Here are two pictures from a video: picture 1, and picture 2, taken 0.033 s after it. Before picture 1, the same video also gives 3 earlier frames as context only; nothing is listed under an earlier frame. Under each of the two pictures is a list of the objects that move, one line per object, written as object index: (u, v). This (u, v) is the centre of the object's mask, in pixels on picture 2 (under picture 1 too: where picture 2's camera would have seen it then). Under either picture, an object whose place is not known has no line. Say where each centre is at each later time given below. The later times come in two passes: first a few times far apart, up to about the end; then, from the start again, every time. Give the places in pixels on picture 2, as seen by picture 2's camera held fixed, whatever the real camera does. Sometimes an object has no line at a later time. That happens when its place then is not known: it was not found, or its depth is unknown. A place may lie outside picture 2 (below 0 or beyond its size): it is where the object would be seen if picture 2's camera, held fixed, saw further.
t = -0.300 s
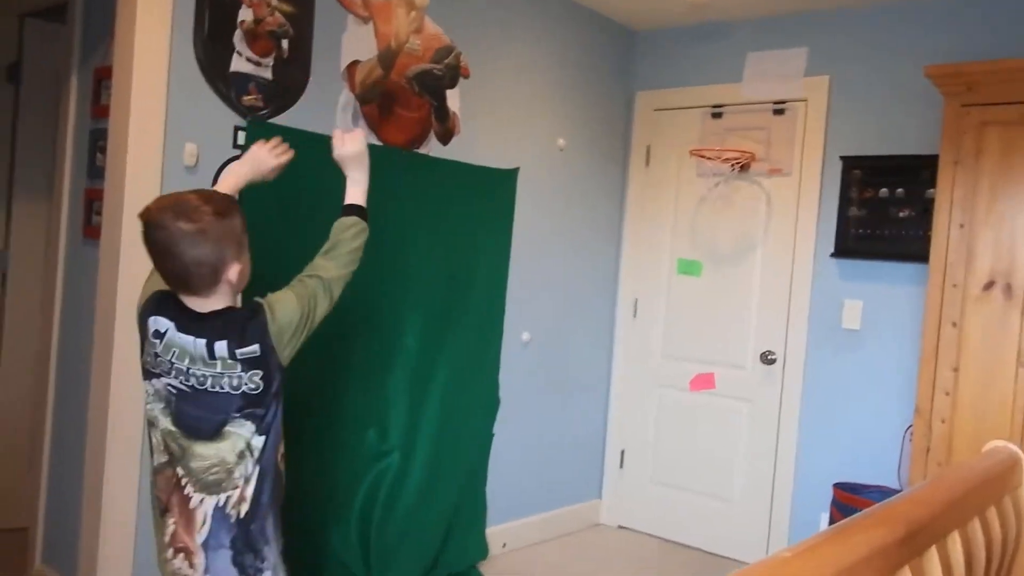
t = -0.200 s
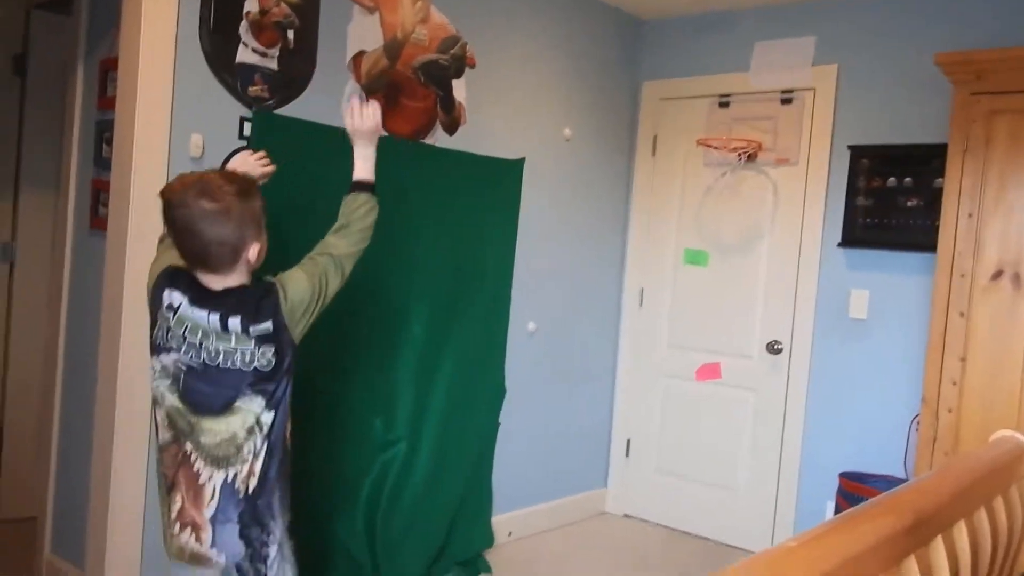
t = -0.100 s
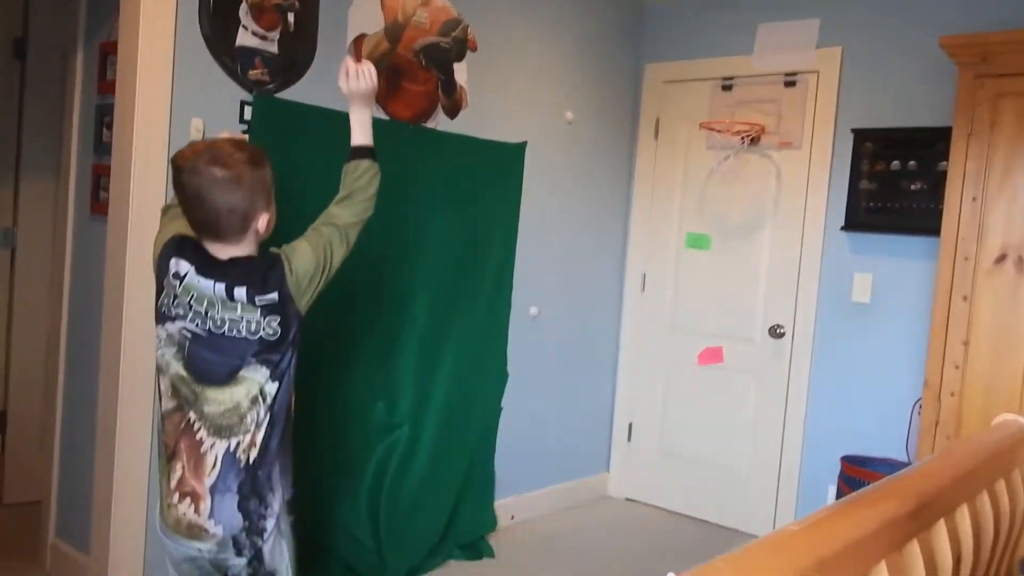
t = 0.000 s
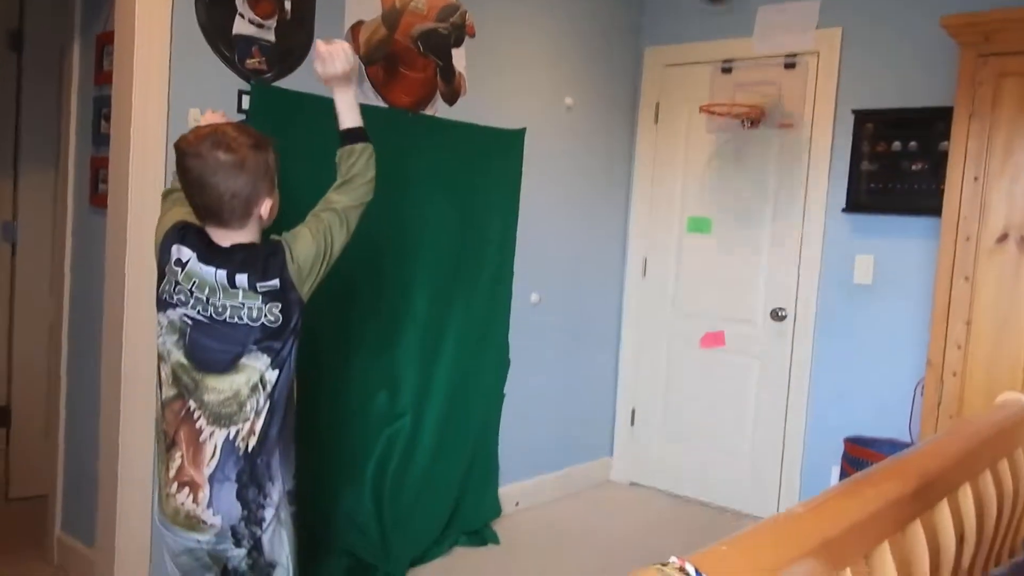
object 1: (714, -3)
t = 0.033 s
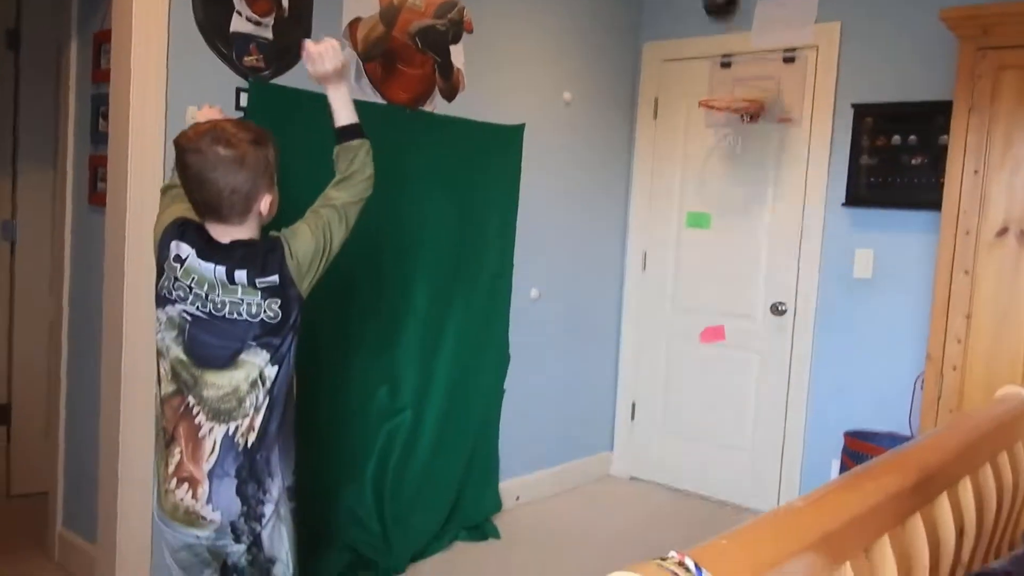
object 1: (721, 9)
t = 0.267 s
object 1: (699, 140)
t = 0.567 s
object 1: (605, 360)
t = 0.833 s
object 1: (552, 413)
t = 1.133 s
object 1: (520, 331)
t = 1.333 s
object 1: (489, 405)
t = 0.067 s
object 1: (727, 26)
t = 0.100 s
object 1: (733, 53)
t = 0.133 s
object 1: (739, 80)
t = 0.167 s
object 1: (742, 107)
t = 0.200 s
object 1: (723, 118)
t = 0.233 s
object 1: (709, 130)
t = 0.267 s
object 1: (699, 140)
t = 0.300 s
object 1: (689, 152)
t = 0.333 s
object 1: (680, 168)
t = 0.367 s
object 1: (670, 187)
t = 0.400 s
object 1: (659, 208)
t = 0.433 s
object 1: (649, 231)
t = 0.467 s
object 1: (638, 260)
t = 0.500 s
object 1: (626, 290)
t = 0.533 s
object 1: (616, 324)
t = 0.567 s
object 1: (605, 360)
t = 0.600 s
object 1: (595, 398)
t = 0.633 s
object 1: (583, 438)
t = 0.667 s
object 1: (572, 483)
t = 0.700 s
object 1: (562, 508)
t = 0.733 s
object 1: (560, 479)
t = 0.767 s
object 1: (557, 451)
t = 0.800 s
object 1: (555, 431)
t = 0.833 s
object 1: (552, 413)
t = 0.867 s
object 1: (550, 392)
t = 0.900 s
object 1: (547, 375)
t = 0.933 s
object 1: (544, 361)
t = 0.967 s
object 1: (540, 350)
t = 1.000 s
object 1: (536, 341)
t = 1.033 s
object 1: (533, 334)
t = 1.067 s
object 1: (529, 330)
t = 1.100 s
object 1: (525, 329)
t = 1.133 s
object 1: (520, 331)
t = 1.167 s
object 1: (516, 336)
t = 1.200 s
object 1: (510, 344)
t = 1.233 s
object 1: (505, 354)
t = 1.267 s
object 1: (499, 369)
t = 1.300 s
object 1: (493, 386)
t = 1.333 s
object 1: (489, 405)
